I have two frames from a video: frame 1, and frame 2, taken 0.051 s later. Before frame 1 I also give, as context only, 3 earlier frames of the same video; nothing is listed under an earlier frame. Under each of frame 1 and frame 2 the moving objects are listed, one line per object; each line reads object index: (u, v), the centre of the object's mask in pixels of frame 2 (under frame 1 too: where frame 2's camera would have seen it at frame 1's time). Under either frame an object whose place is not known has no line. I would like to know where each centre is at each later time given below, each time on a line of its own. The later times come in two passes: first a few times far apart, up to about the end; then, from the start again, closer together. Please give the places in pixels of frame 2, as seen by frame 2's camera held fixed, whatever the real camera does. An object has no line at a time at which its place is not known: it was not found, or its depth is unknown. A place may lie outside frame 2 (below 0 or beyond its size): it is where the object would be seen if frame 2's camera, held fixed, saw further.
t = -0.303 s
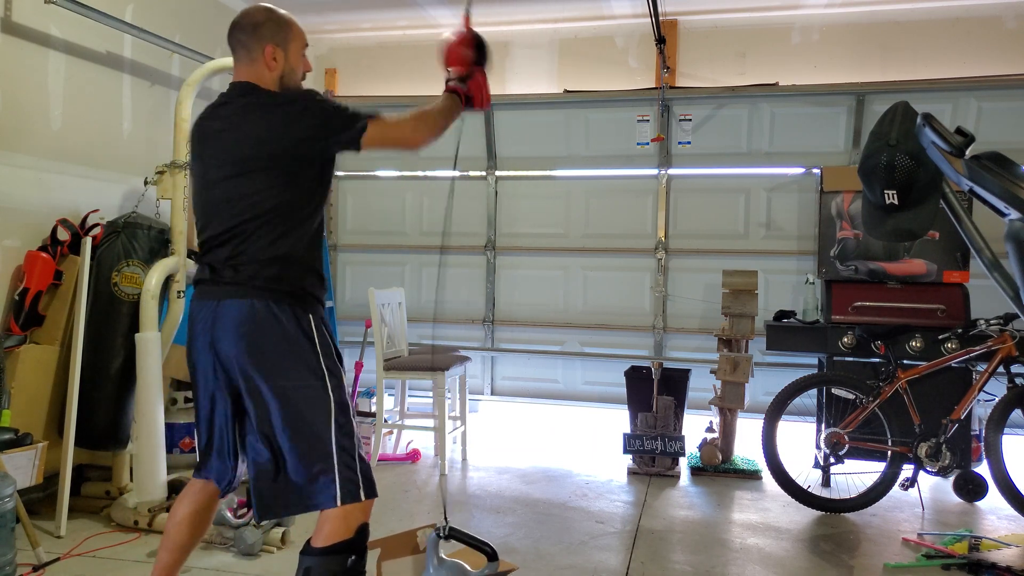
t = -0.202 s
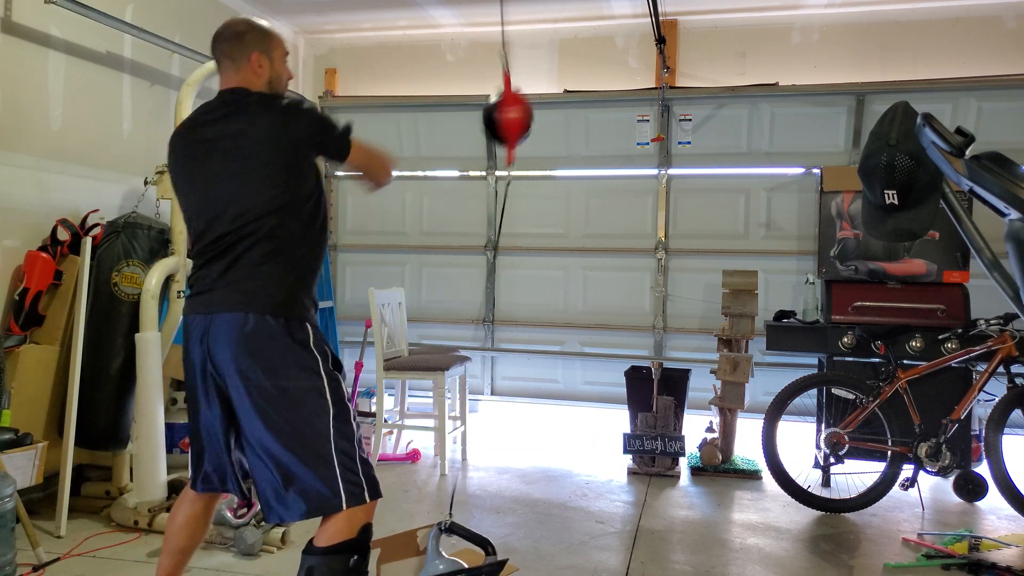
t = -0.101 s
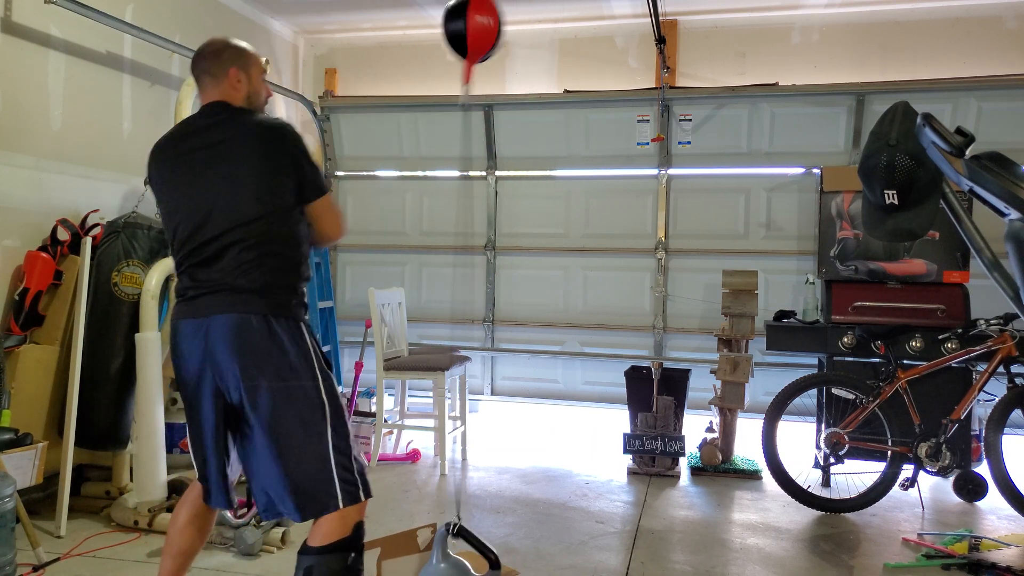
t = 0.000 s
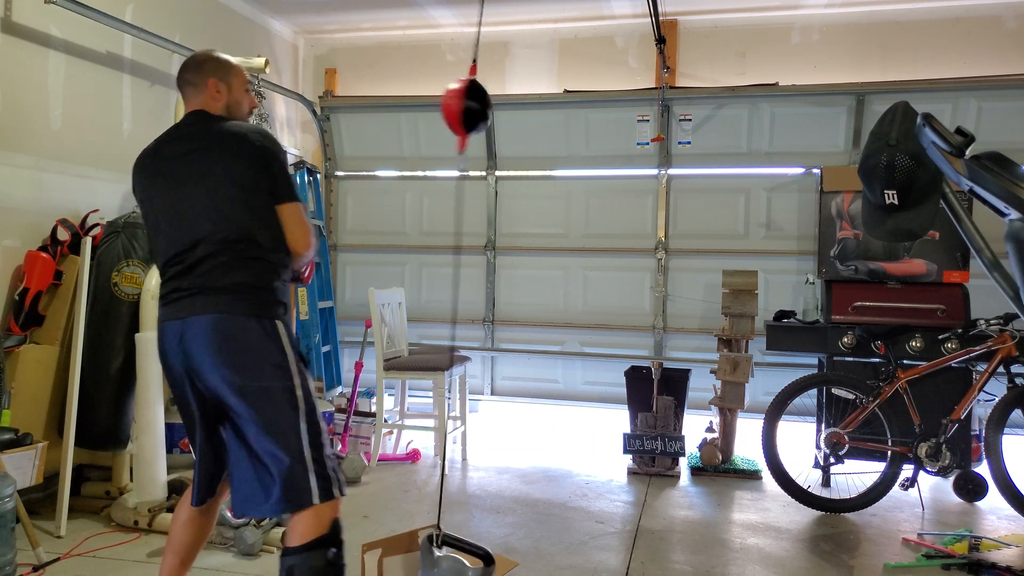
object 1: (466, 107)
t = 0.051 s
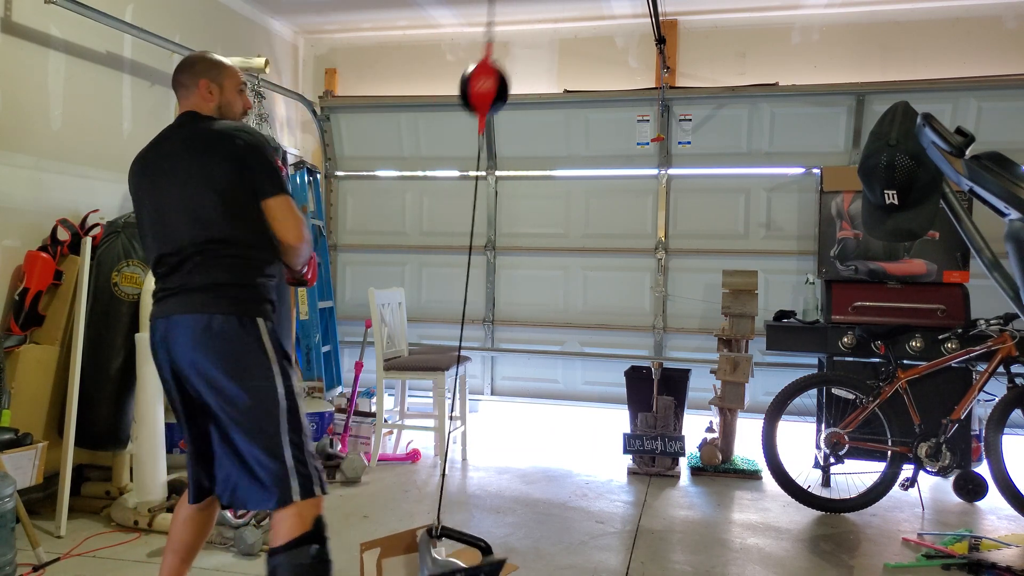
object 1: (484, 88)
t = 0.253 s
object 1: (471, 57)
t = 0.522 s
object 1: (475, 86)
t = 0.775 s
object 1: (480, 75)
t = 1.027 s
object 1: (478, 81)
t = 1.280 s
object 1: (479, 78)
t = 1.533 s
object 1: (482, 81)
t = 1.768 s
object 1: (483, 82)
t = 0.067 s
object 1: (489, 81)
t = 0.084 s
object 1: (492, 76)
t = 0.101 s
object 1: (493, 75)
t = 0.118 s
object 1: (492, 79)
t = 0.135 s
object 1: (490, 84)
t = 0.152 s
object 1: (487, 87)
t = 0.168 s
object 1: (482, 87)
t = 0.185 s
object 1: (478, 80)
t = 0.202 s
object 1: (474, 70)
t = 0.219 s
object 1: (472, 61)
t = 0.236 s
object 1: (472, 55)
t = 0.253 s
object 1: (471, 57)
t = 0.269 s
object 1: (472, 64)
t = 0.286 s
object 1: (473, 77)
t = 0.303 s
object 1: (475, 90)
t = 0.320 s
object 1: (477, 101)
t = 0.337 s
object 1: (481, 106)
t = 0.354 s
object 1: (484, 103)
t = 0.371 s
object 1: (486, 93)
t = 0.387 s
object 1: (487, 82)
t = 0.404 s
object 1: (487, 72)
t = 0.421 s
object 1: (487, 67)
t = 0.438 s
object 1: (486, 66)
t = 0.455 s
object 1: (484, 70)
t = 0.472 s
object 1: (481, 77)
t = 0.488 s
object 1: (478, 83)
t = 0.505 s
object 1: (476, 86)
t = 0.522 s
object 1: (475, 86)
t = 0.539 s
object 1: (475, 83)
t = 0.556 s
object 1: (476, 79)
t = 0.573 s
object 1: (477, 77)
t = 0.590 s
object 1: (479, 76)
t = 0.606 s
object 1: (480, 77)
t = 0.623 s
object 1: (483, 80)
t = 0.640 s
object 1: (484, 83)
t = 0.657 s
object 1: (484, 86)
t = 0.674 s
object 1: (484, 86)
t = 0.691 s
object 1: (484, 84)
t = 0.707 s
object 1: (483, 81)
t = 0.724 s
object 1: (483, 78)
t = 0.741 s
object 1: (482, 75)
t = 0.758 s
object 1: (481, 74)
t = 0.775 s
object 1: (480, 75)
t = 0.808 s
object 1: (479, 79)
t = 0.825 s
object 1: (480, 82)
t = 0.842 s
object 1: (481, 83)
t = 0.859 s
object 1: (481, 84)
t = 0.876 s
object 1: (482, 84)
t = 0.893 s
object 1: (482, 82)
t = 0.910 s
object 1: (483, 81)
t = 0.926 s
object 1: (483, 79)
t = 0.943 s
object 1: (483, 78)
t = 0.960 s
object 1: (482, 79)
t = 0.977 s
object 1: (480, 79)
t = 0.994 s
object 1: (480, 80)
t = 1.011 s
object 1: (479, 81)
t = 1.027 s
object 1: (478, 81)
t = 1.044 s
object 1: (477, 80)
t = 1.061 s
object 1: (478, 80)
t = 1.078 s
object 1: (478, 80)
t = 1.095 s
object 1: (479, 79)
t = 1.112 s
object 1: (480, 79)
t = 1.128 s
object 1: (481, 81)
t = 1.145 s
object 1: (484, 83)
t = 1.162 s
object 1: (485, 85)
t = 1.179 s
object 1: (485, 85)
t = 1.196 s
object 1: (485, 83)
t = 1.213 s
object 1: (484, 82)
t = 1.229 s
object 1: (483, 80)
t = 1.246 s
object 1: (482, 78)
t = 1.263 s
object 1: (480, 79)
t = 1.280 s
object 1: (479, 78)
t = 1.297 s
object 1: (478, 78)
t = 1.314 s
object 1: (478, 78)
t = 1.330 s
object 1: (477, 79)
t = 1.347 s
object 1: (477, 81)
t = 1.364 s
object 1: (478, 80)
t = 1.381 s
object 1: (479, 81)
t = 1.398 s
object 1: (480, 81)
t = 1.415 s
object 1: (481, 82)
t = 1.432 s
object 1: (482, 82)
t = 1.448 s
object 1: (483, 83)
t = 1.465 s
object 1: (483, 83)
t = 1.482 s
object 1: (484, 83)
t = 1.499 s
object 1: (483, 83)
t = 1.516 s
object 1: (483, 82)
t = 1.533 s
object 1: (482, 81)
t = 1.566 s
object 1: (481, 79)
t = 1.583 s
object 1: (480, 79)
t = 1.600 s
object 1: (479, 79)
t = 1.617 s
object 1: (479, 78)
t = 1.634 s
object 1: (480, 79)
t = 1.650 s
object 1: (479, 79)
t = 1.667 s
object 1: (480, 81)
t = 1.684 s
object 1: (480, 81)
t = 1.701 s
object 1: (481, 82)
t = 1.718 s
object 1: (482, 82)
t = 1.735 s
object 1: (482, 83)
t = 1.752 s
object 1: (483, 83)
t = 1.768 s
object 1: (483, 82)
